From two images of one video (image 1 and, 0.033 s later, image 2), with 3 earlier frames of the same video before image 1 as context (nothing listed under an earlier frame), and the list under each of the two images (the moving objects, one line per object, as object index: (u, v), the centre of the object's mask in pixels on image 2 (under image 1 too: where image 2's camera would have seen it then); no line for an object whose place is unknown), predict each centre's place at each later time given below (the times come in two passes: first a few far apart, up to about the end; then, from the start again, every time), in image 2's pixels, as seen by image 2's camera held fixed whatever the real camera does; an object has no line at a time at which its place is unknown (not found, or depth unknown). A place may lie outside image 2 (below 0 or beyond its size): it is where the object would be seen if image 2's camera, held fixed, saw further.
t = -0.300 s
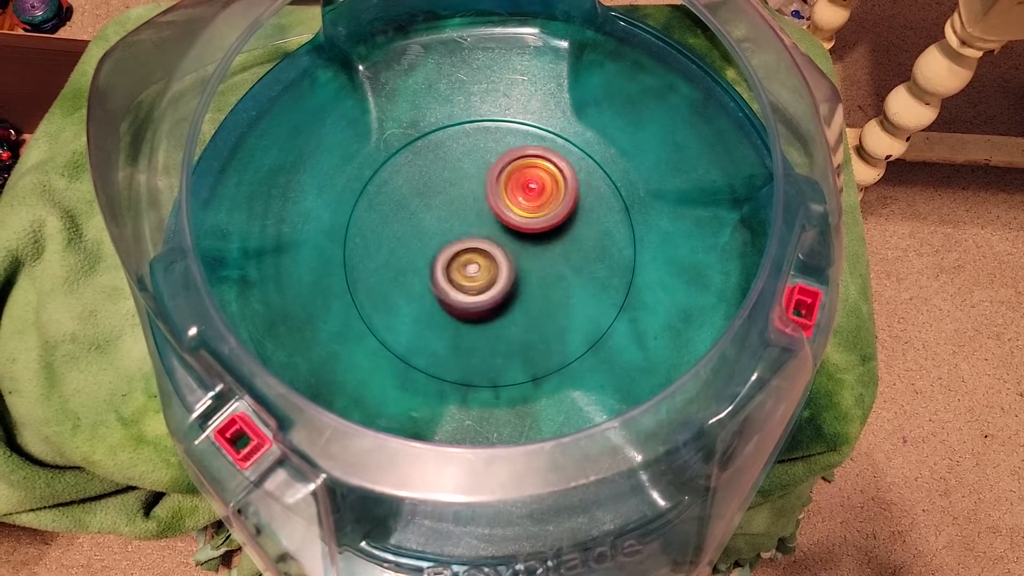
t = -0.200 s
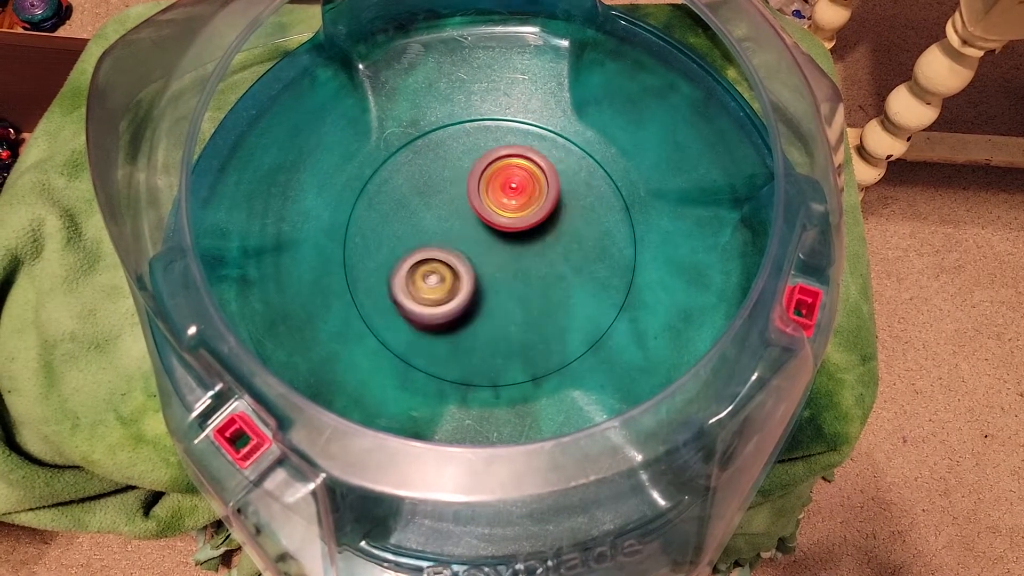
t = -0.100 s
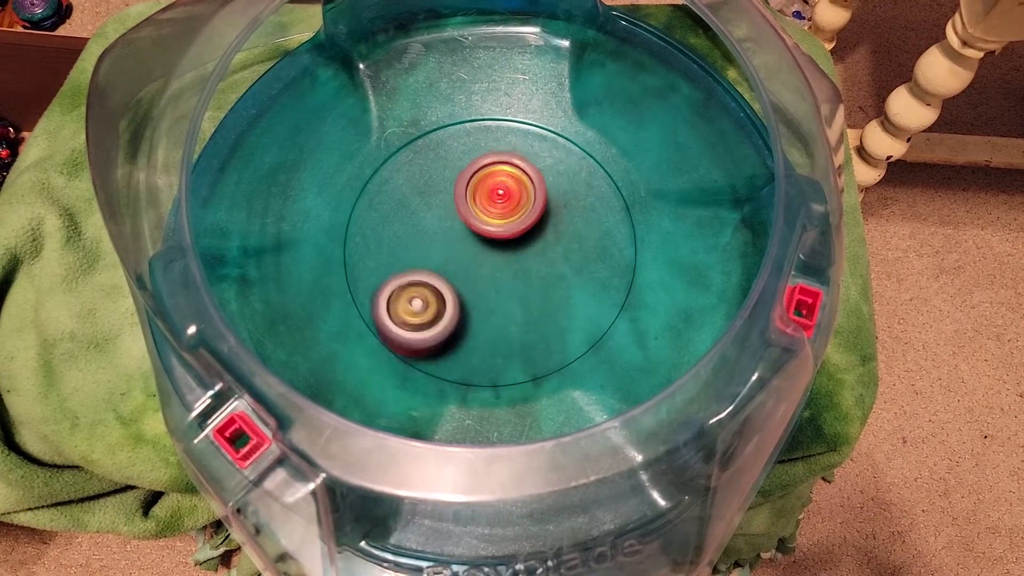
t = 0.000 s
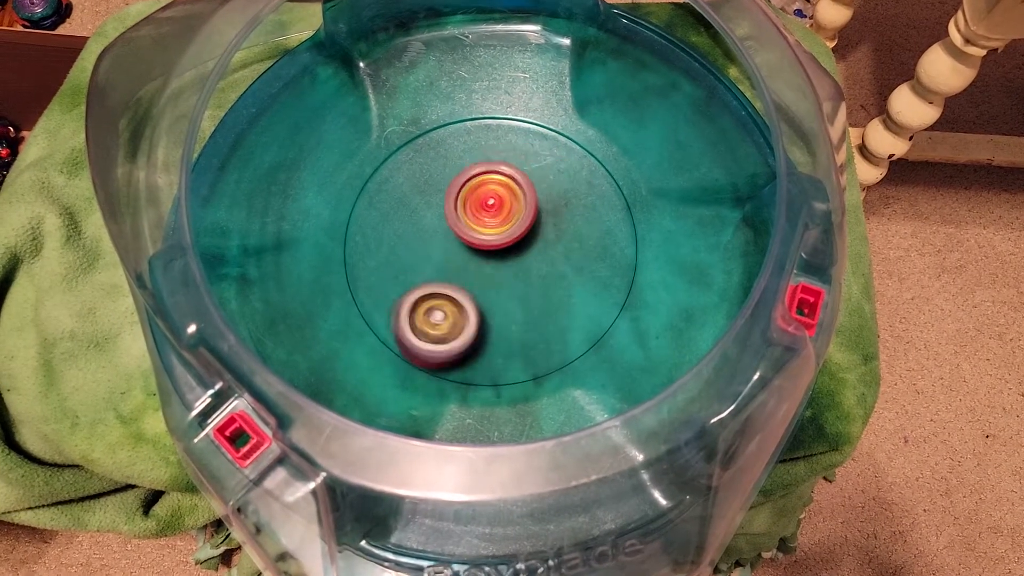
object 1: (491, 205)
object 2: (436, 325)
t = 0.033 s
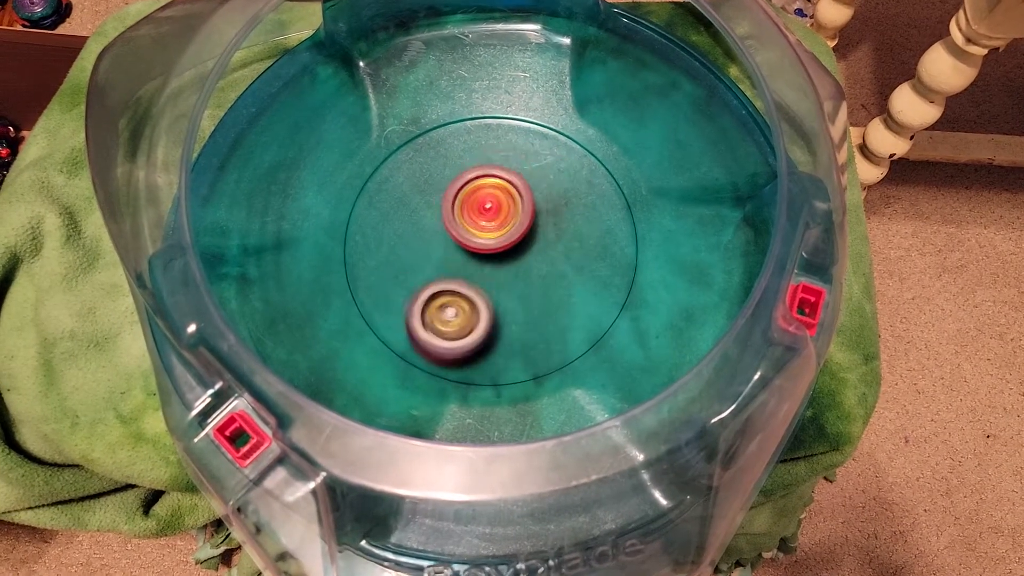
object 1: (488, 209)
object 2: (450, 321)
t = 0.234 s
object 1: (502, 189)
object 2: (463, 272)
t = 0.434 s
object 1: (522, 166)
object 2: (409, 219)
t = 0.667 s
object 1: (502, 188)
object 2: (384, 227)
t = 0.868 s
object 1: (523, 215)
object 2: (432, 235)
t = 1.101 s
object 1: (548, 251)
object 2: (442, 212)
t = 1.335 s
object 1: (520, 270)
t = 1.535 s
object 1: (487, 279)
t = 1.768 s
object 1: (449, 284)
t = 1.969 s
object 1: (444, 257)
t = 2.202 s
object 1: (428, 262)
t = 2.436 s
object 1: (464, 242)
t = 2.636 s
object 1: (491, 228)
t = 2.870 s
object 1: (488, 212)
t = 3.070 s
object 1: (477, 208)
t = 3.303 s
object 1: (484, 209)
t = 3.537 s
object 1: (519, 216)
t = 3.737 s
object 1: (526, 237)
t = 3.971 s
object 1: (507, 279)
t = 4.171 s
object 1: (472, 283)
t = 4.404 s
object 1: (449, 249)
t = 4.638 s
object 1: (432, 214)
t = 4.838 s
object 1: (470, 213)
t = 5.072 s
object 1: (509, 244)
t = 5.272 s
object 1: (501, 248)
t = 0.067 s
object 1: (485, 213)
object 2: (461, 314)
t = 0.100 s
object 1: (485, 216)
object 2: (468, 305)
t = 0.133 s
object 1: (492, 208)
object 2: (468, 301)
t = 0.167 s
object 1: (494, 201)
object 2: (468, 294)
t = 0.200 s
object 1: (497, 196)
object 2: (468, 282)
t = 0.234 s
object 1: (502, 189)
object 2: (463, 272)
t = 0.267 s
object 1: (511, 179)
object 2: (455, 263)
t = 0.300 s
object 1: (517, 171)
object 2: (446, 251)
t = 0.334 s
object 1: (521, 167)
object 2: (437, 241)
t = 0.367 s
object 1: (523, 165)
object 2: (429, 233)
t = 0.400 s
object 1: (523, 165)
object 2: (419, 225)
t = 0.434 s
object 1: (522, 166)
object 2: (409, 219)
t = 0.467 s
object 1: (520, 168)
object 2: (399, 214)
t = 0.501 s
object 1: (517, 171)
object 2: (390, 212)
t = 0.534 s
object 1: (514, 175)
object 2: (381, 211)
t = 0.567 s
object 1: (510, 178)
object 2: (375, 214)
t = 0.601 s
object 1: (507, 181)
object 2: (374, 218)
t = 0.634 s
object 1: (504, 185)
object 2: (377, 223)
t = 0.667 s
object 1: (502, 188)
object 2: (384, 227)
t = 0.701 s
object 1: (500, 192)
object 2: (395, 231)
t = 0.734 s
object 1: (499, 196)
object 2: (407, 234)
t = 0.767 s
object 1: (502, 201)
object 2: (415, 235)
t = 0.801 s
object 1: (510, 205)
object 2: (420, 236)
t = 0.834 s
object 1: (516, 211)
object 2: (426, 236)
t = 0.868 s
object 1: (523, 215)
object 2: (432, 235)
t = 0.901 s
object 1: (529, 220)
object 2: (438, 233)
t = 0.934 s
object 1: (534, 225)
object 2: (444, 230)
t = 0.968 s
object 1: (540, 231)
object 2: (446, 225)
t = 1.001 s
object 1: (546, 237)
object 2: (444, 220)
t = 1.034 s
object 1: (549, 242)
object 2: (443, 216)
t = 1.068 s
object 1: (549, 247)
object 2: (442, 214)
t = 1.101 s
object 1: (548, 251)
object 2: (442, 212)
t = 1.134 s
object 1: (545, 254)
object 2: (443, 211)
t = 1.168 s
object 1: (542, 257)
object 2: (445, 209)
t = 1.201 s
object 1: (537, 259)
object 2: (448, 210)
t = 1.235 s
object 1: (532, 261)
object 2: (450, 211)
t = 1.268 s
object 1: (527, 263)
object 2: (454, 212)
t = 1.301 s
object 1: (523, 264)
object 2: (457, 211)
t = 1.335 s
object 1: (520, 270)
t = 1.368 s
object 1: (517, 274)
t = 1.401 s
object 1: (512, 278)
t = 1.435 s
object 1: (506, 280)
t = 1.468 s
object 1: (500, 281)
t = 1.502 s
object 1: (494, 281)
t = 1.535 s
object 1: (487, 279)
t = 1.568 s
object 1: (481, 278)
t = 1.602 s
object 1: (476, 275)
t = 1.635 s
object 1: (472, 275)
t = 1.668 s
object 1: (467, 283)
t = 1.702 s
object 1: (461, 286)
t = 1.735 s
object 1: (454, 286)
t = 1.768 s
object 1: (449, 284)
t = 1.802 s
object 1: (445, 281)
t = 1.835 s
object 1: (443, 277)
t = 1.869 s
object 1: (443, 273)
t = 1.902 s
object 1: (443, 268)
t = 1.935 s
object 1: (443, 262)
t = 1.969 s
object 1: (444, 257)
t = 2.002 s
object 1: (446, 252)
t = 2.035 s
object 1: (449, 248)
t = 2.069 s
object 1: (442, 254)
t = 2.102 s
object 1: (433, 259)
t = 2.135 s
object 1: (427, 262)
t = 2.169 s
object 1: (427, 263)
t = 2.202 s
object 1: (428, 262)
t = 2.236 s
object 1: (431, 259)
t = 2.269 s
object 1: (435, 257)
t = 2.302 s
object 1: (440, 254)
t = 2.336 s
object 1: (446, 251)
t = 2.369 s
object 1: (451, 247)
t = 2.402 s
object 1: (457, 245)
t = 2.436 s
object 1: (464, 242)
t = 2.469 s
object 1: (470, 239)
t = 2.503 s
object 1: (475, 236)
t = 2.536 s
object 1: (481, 235)
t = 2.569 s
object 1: (487, 233)
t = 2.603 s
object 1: (492, 231)
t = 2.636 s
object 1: (491, 228)
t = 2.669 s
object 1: (491, 225)
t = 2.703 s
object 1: (491, 224)
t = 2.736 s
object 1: (490, 224)
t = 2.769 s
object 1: (491, 223)
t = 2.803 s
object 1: (491, 217)
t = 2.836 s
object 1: (491, 214)
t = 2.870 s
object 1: (488, 212)
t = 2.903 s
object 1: (486, 211)
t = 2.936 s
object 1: (484, 210)
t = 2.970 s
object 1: (482, 209)
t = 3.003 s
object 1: (480, 208)
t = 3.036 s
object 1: (479, 208)
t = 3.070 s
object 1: (477, 208)
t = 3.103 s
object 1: (476, 208)
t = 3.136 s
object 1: (476, 208)
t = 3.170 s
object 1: (475, 209)
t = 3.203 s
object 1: (478, 208)
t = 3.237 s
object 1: (481, 209)
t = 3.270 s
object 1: (483, 208)
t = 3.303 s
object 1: (484, 209)
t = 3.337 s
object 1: (487, 210)
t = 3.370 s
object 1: (493, 211)
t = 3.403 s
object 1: (499, 211)
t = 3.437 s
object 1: (507, 210)
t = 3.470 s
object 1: (512, 212)
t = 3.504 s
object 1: (516, 214)
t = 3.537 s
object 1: (519, 216)
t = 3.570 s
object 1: (521, 218)
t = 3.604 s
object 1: (524, 221)
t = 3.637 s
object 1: (525, 224)
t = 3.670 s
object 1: (526, 229)
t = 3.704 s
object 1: (527, 232)
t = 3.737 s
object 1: (526, 237)
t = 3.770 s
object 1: (524, 245)
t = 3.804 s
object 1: (522, 252)
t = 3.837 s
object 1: (520, 258)
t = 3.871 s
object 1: (519, 264)
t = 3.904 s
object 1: (516, 270)
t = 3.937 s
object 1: (512, 275)
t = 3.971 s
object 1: (507, 279)
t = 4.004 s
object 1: (502, 281)
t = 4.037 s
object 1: (496, 284)
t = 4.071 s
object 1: (490, 285)
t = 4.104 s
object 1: (484, 285)
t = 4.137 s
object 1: (478, 285)
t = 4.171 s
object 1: (472, 283)
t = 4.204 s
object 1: (467, 280)
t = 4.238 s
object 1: (462, 276)
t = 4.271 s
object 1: (458, 272)
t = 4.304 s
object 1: (454, 266)
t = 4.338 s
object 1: (452, 261)
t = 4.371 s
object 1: (451, 254)
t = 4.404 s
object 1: (449, 249)
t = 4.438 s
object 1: (436, 242)
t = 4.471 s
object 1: (427, 237)
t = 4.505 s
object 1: (424, 231)
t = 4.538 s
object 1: (423, 226)
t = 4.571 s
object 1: (426, 222)
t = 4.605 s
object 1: (428, 218)
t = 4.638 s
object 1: (432, 214)
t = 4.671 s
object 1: (438, 213)
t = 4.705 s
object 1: (443, 210)
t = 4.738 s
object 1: (450, 211)
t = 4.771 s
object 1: (456, 210)
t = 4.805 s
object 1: (463, 212)
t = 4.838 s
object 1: (470, 213)
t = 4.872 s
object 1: (478, 217)
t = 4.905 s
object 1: (484, 220)
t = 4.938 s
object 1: (491, 224)
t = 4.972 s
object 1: (497, 229)
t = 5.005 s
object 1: (502, 235)
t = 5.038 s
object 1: (507, 241)
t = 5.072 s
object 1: (509, 244)
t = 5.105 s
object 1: (508, 245)
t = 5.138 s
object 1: (510, 245)
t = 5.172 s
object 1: (508, 245)
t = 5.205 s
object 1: (508, 245)
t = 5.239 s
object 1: (504, 247)
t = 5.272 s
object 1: (501, 248)
